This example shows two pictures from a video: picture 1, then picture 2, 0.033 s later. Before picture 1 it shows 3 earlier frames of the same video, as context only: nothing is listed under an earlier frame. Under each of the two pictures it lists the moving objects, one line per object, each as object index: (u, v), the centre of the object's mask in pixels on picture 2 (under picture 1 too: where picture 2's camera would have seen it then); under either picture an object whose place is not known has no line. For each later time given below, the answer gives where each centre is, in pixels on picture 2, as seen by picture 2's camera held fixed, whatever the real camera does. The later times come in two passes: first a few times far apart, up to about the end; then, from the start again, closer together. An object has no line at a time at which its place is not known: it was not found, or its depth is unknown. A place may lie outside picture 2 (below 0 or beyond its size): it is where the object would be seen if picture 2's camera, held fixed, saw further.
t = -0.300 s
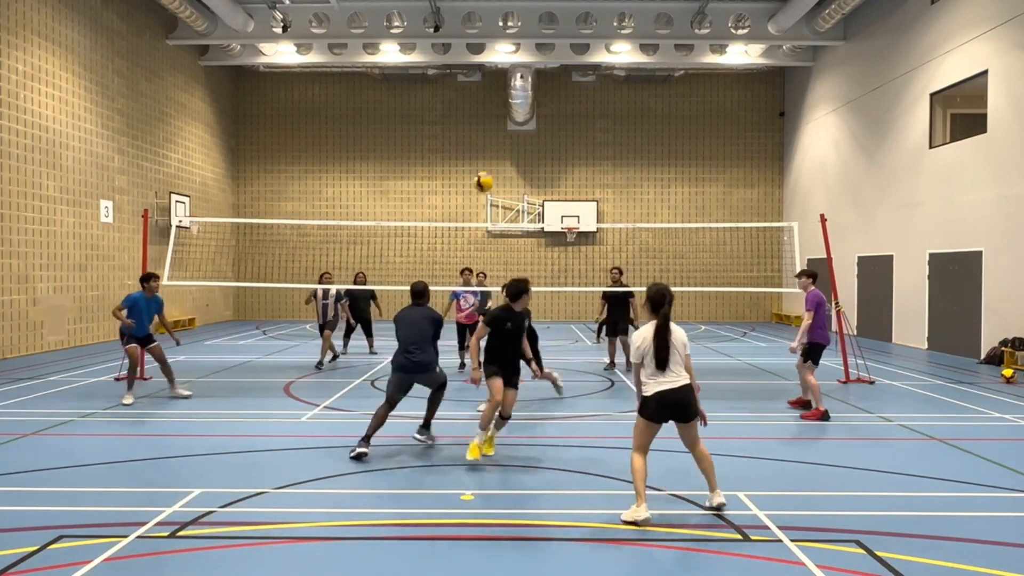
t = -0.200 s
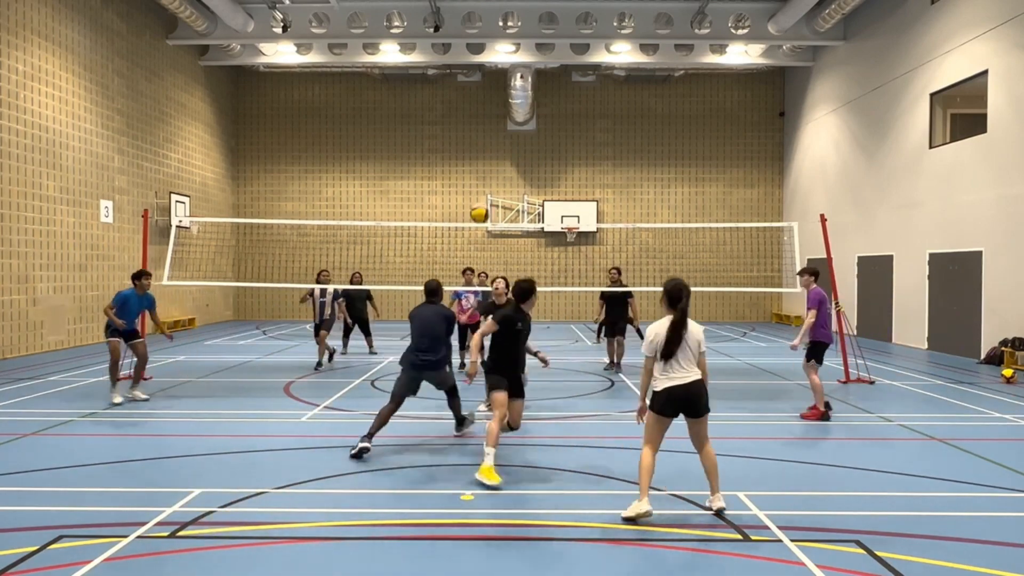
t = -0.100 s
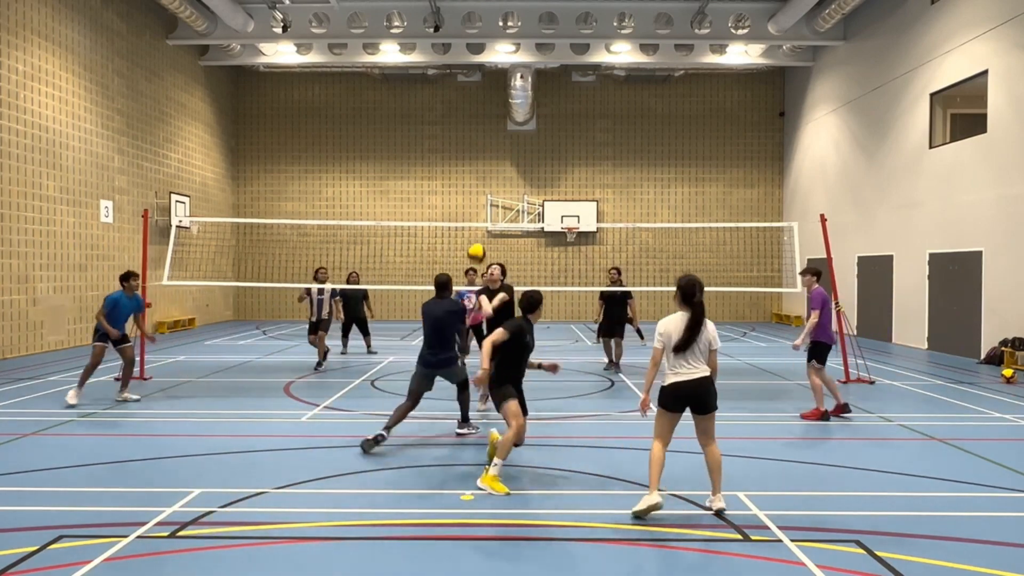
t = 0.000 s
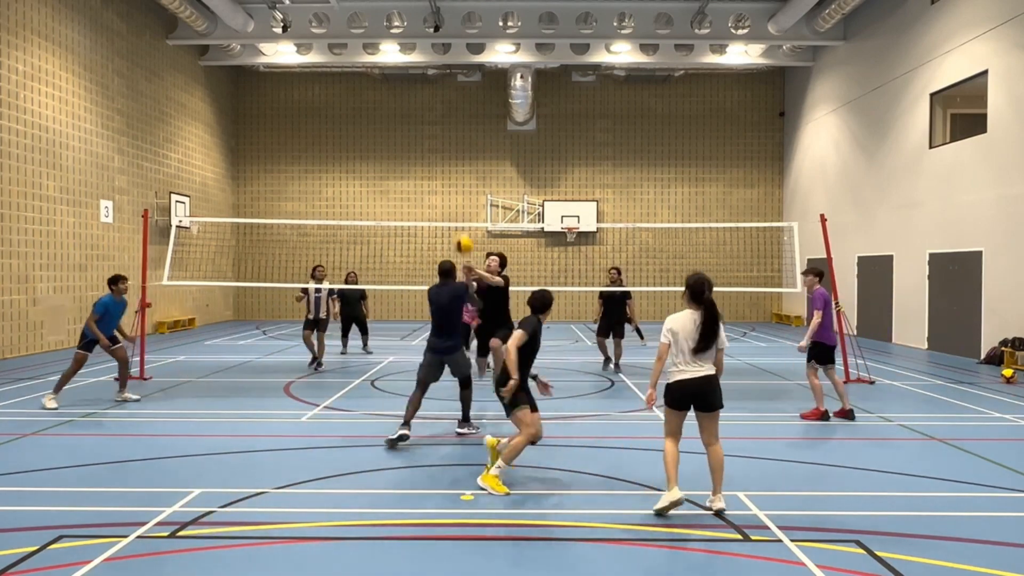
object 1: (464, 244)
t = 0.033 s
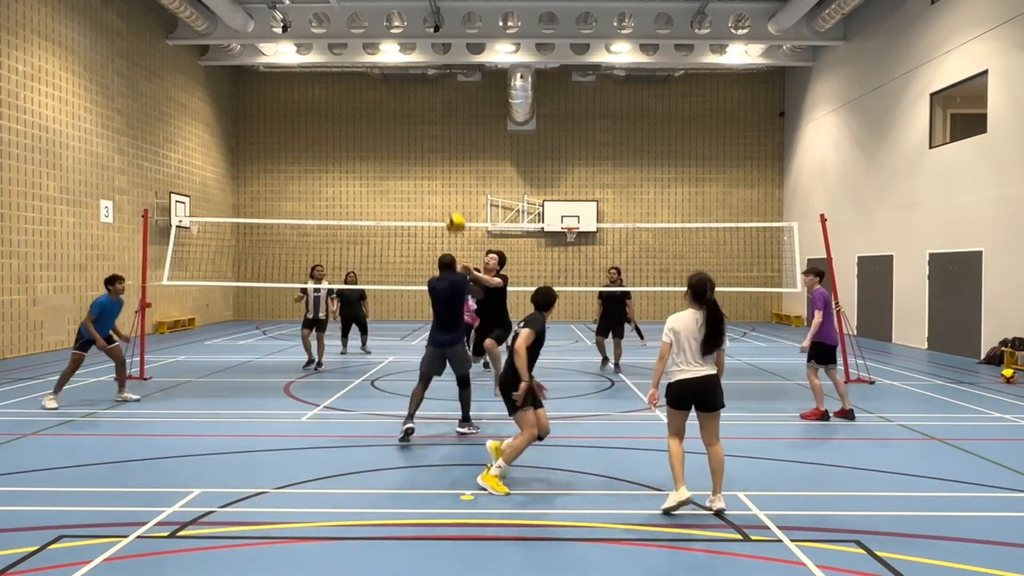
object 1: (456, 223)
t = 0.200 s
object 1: (419, 142)
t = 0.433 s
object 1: (373, 79)
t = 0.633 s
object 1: (338, 66)
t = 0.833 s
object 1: (306, 84)
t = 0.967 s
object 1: (287, 112)
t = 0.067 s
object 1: (447, 206)
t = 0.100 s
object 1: (440, 187)
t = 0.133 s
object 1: (433, 171)
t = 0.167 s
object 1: (425, 154)
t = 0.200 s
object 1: (419, 142)
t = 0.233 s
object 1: (411, 128)
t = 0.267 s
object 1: (405, 119)
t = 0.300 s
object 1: (398, 107)
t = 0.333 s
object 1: (392, 100)
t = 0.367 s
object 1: (385, 91)
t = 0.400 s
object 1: (379, 85)
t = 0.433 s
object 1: (373, 79)
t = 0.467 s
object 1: (367, 74)
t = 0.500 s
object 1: (361, 70)
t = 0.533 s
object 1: (355, 67)
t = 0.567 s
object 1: (349, 66)
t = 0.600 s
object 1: (343, 65)
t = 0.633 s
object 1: (338, 66)
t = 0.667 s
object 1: (333, 66)
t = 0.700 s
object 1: (327, 69)
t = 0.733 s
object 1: (321, 71)
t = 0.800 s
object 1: (311, 79)
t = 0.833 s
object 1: (306, 84)
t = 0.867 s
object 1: (301, 90)
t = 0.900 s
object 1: (296, 96)
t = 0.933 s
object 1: (291, 105)
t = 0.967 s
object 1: (287, 112)
